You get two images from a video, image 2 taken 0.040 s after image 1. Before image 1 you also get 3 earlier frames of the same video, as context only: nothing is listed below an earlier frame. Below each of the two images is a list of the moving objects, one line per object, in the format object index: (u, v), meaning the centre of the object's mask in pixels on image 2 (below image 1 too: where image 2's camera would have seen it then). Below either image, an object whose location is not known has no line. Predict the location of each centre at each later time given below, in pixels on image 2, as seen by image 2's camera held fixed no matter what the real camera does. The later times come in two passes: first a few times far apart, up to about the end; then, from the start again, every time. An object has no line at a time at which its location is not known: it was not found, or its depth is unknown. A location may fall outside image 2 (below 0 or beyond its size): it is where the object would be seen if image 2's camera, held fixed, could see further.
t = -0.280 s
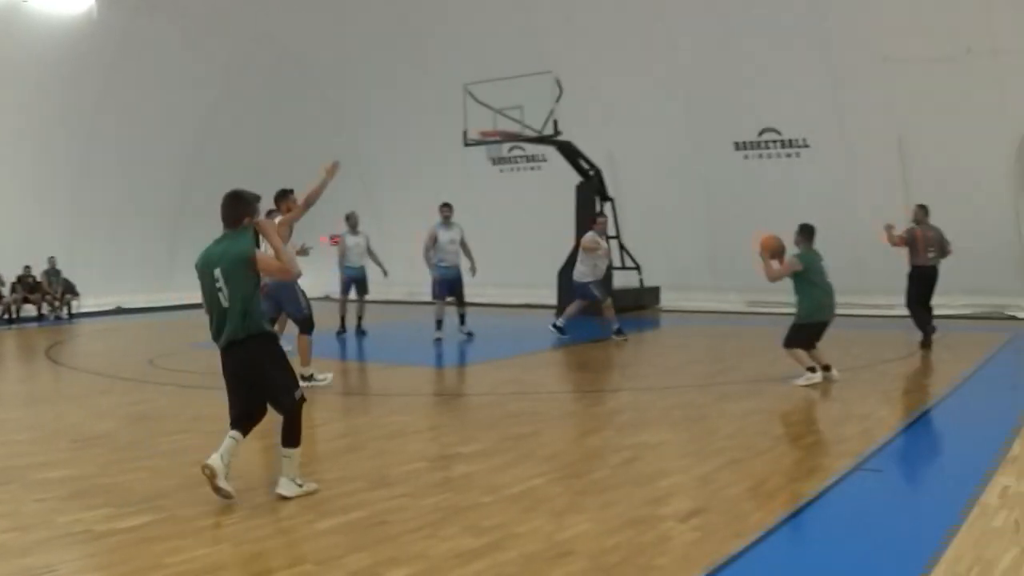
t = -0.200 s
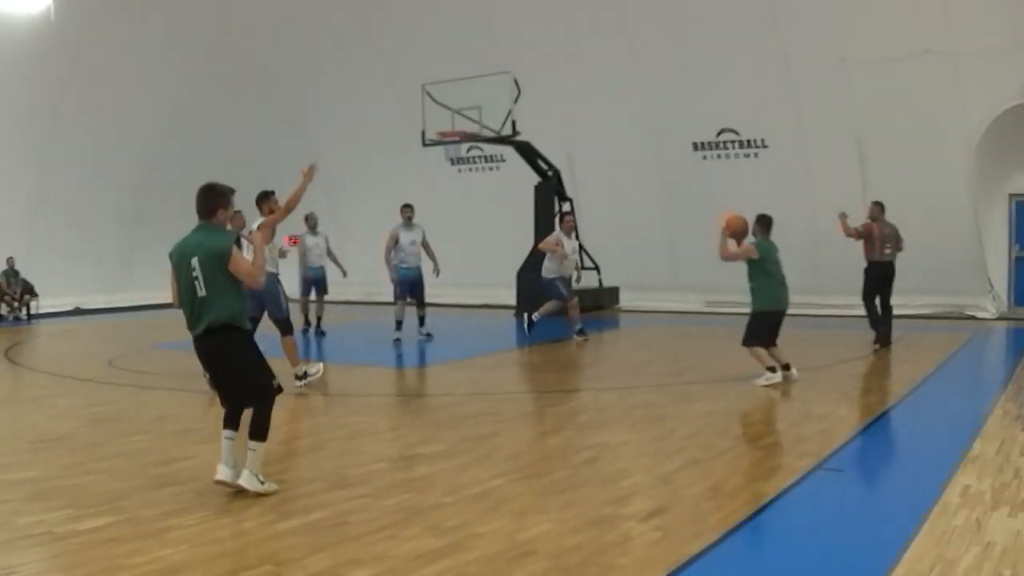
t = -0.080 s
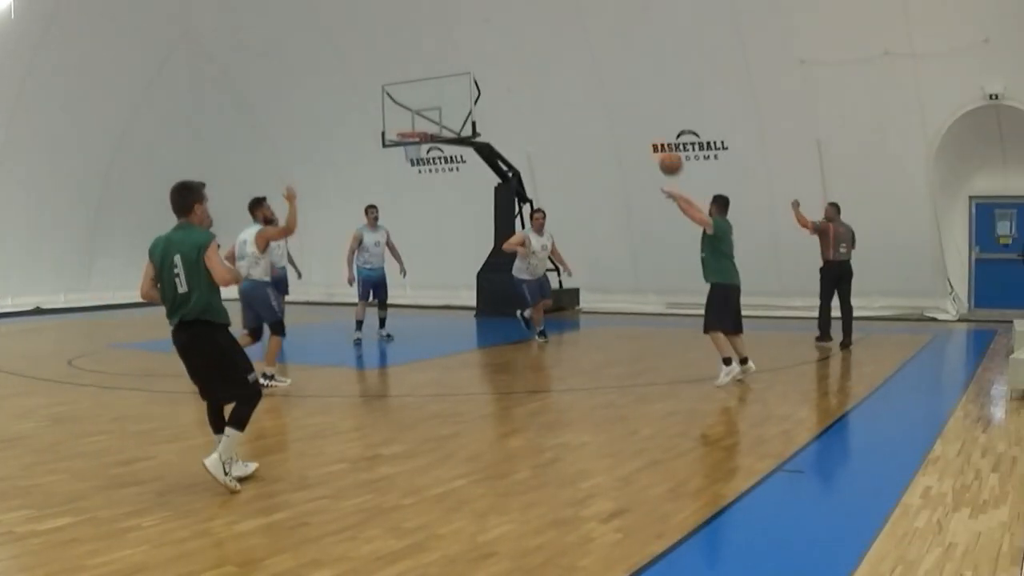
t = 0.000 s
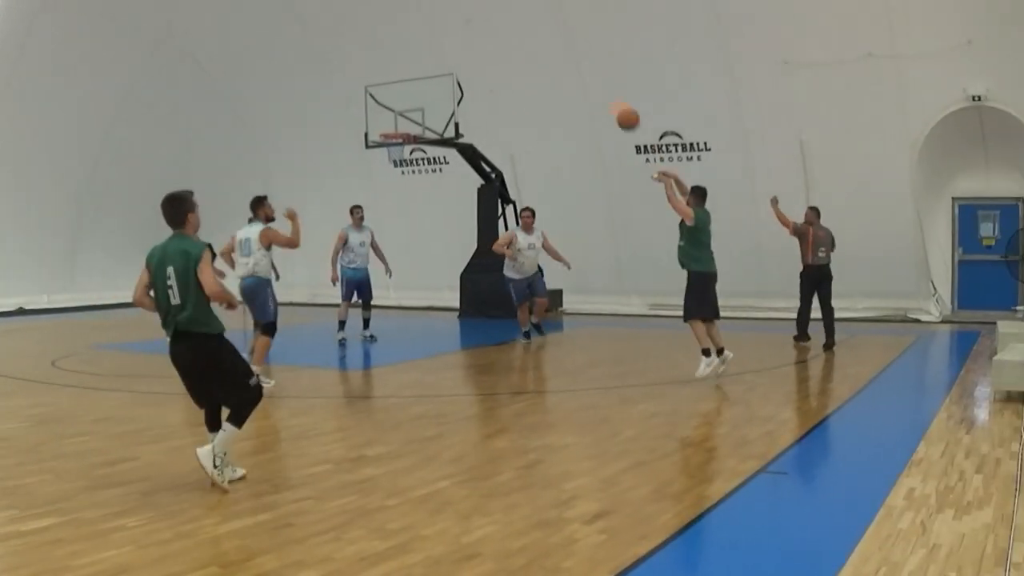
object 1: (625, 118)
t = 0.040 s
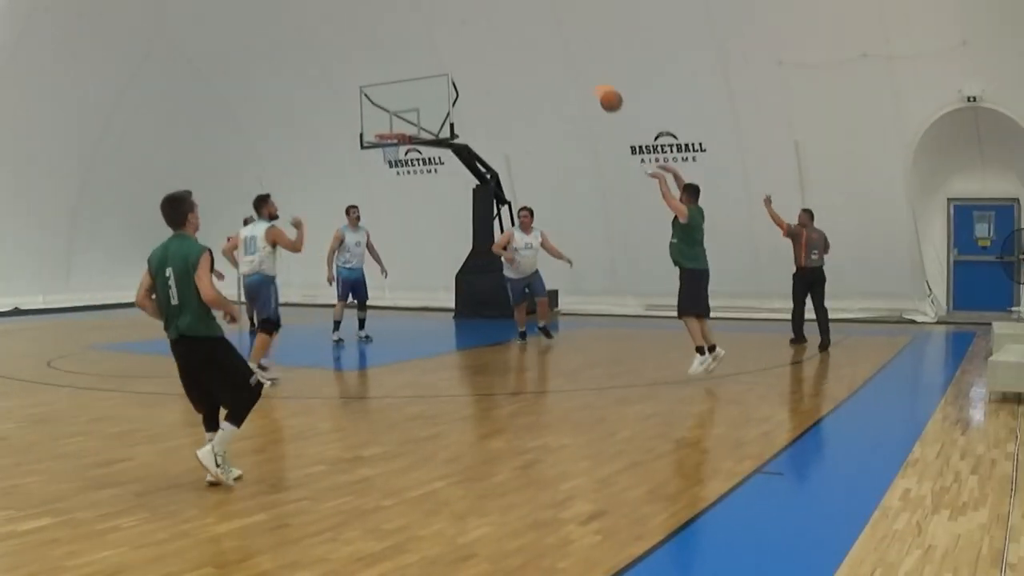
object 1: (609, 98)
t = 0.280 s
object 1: (545, 26)
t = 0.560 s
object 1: (488, 10)
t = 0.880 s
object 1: (439, 59)
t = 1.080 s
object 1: (413, 118)
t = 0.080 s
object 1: (597, 82)
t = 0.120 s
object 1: (585, 68)
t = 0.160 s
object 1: (574, 53)
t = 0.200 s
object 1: (564, 43)
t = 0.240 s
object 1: (554, 33)
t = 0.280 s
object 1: (545, 26)
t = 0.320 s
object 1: (536, 19)
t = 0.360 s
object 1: (528, 15)
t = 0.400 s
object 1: (519, 11)
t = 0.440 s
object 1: (511, 9)
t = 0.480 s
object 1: (503, 8)
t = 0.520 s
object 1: (496, 8)
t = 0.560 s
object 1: (488, 10)
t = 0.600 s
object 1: (481, 13)
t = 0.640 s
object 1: (475, 17)
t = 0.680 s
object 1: (468, 21)
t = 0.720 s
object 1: (462, 27)
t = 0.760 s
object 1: (456, 33)
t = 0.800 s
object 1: (450, 41)
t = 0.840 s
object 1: (444, 50)
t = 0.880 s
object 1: (439, 59)
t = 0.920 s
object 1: (433, 69)
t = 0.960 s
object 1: (428, 80)
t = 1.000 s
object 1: (423, 92)
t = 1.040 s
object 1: (418, 105)
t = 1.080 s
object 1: (413, 118)
